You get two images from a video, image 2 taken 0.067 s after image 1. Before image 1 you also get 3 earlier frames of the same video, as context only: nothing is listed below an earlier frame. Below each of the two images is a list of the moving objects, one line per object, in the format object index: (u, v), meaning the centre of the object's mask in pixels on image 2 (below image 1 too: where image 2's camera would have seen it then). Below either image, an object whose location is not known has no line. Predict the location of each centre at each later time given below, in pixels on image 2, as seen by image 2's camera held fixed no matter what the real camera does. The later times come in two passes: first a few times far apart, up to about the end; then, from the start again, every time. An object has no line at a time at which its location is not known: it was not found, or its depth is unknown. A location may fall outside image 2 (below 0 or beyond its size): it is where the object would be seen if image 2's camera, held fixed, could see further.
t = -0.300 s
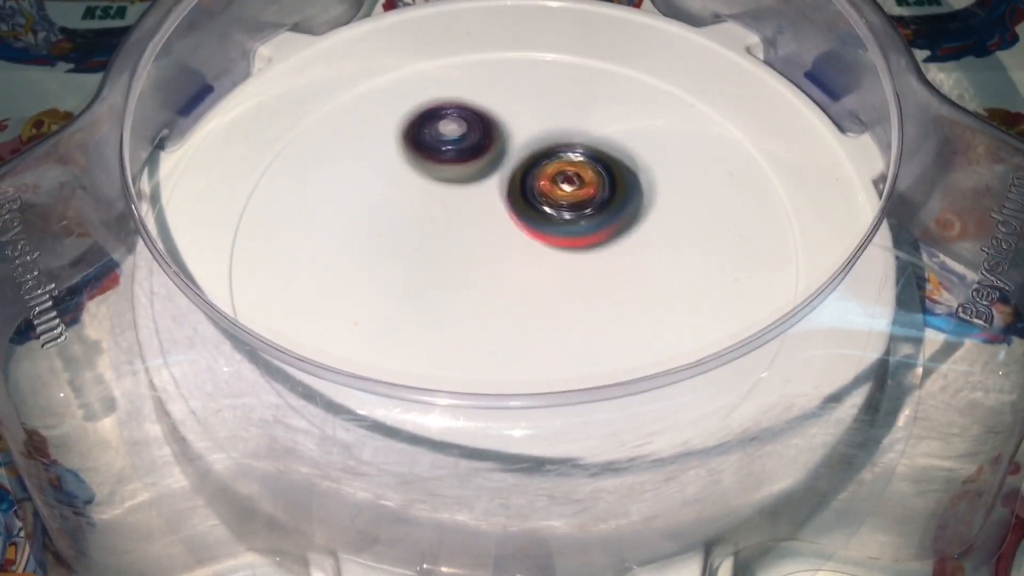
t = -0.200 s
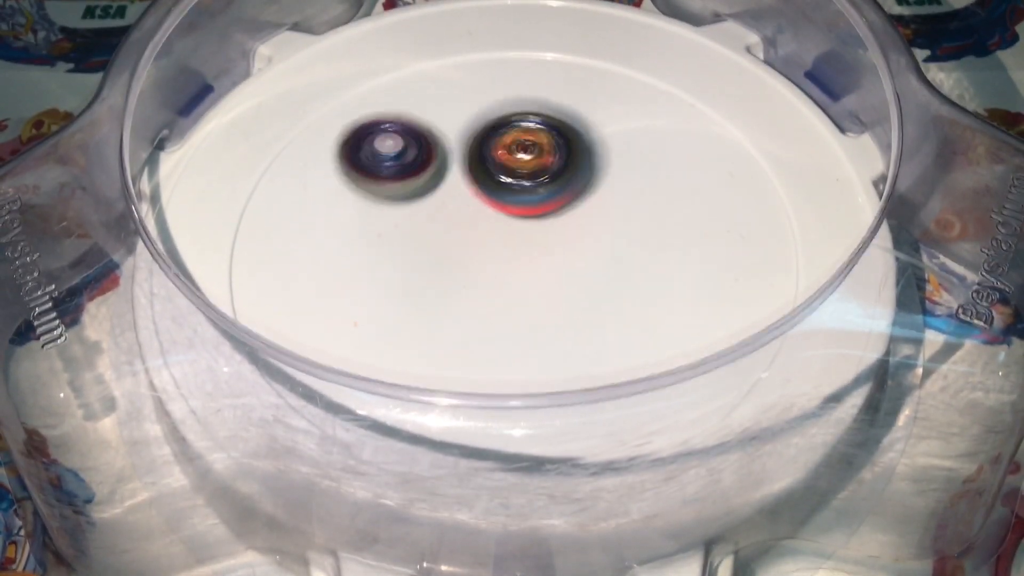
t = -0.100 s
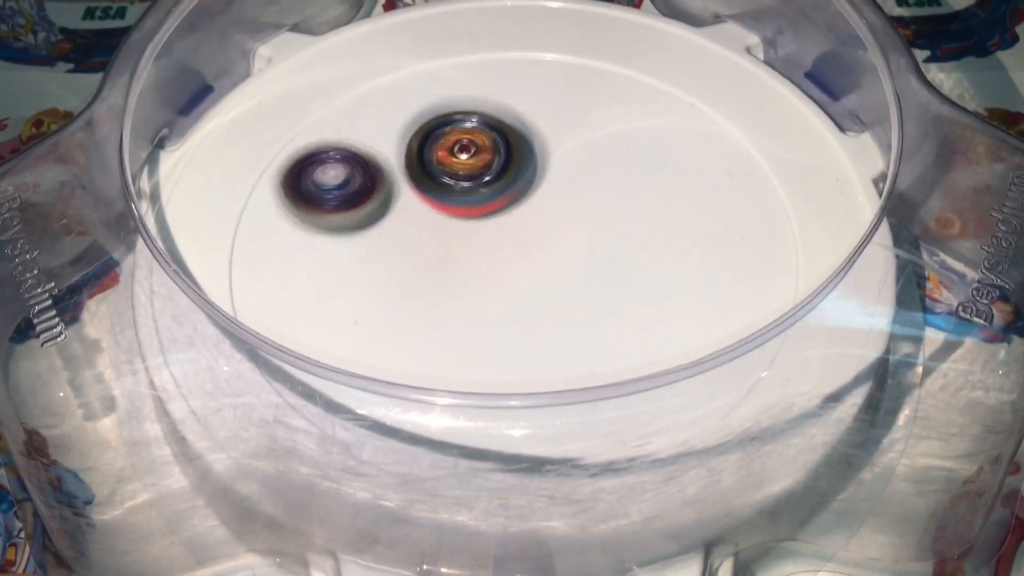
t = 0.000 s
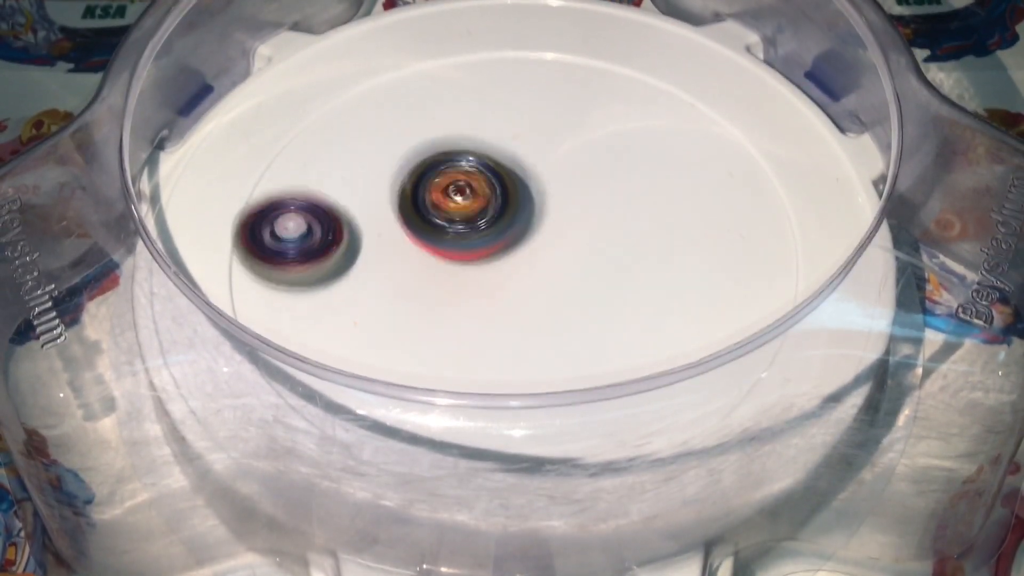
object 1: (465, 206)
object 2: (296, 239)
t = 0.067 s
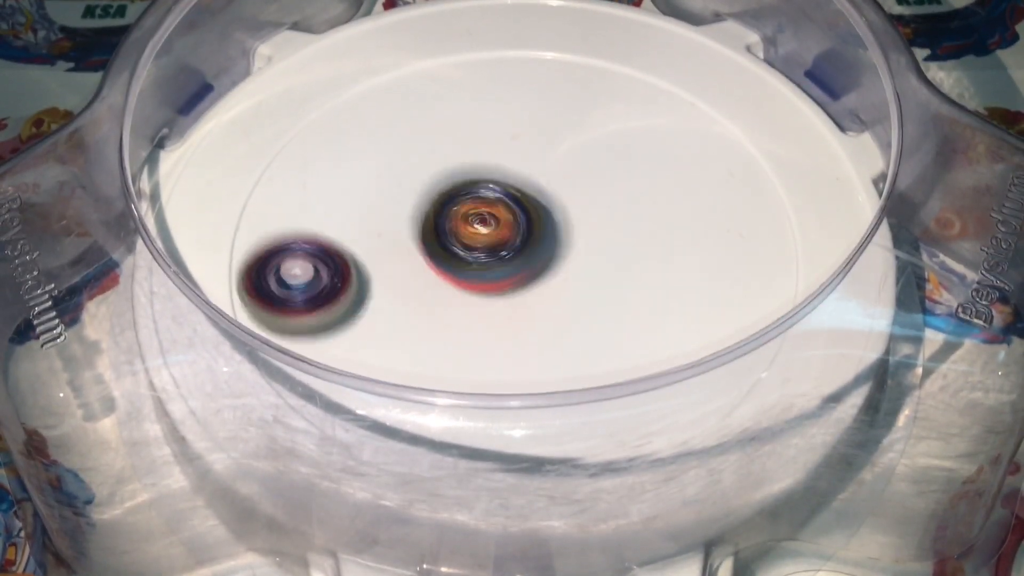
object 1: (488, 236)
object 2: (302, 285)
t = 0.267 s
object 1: (614, 230)
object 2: (458, 348)
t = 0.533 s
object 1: (566, 113)
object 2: (592, 244)
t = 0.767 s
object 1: (399, 57)
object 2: (569, 284)
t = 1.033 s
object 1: (392, 261)
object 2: (572, 206)
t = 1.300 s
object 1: (682, 262)
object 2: (484, 185)
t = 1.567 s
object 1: (641, 100)
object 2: (450, 248)
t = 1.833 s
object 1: (446, 185)
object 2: (531, 279)
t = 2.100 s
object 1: (535, 345)
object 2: (586, 224)
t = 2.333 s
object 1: (684, 270)
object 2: (541, 184)
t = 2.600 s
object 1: (597, 152)
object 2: (413, 207)
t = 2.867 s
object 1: (433, 188)
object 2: (407, 305)
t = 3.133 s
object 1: (447, 229)
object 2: (564, 382)
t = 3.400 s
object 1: (535, 165)
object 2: (663, 276)
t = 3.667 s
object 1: (459, 161)
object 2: (591, 174)
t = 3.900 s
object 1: (468, 288)
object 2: (502, 141)
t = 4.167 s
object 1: (647, 273)
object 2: (403, 196)
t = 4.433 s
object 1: (571, 156)
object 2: (444, 286)
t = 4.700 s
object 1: (410, 213)
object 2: (577, 284)
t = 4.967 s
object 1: (496, 326)
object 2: (617, 200)
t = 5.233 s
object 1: (625, 220)
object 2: (540, 159)
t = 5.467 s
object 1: (560, 153)
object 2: (435, 170)
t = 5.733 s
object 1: (510, 209)
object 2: (387, 258)
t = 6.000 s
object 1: (663, 234)
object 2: (440, 324)
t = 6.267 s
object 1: (678, 160)
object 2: (544, 295)
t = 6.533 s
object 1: (539, 147)
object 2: (525, 299)
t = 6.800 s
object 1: (440, 233)
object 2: (565, 289)
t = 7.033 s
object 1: (471, 300)
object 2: (587, 259)
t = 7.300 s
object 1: (540, 292)
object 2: (564, 199)
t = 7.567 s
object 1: (507, 273)
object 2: (500, 165)
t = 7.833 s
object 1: (521, 324)
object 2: (438, 181)
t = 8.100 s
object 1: (554, 252)
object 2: (429, 227)
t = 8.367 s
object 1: (605, 195)
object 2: (402, 231)
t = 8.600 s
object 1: (551, 178)
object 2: (433, 247)
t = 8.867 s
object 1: (696, 167)
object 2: (416, 252)
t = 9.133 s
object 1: (684, 207)
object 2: (472, 171)
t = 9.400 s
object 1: (590, 227)
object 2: (435, 188)
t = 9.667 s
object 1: (637, 238)
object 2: (523, 175)
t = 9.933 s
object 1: (654, 248)
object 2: (485, 122)
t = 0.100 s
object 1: (507, 246)
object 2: (316, 305)
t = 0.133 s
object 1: (529, 251)
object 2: (339, 319)
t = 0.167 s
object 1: (552, 254)
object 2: (366, 333)
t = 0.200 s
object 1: (576, 249)
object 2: (395, 342)
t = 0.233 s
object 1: (596, 241)
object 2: (427, 347)
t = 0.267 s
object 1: (614, 230)
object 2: (458, 348)
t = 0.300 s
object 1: (627, 217)
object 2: (489, 343)
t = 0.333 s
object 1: (635, 201)
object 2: (519, 333)
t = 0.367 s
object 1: (637, 186)
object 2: (544, 320)
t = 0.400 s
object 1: (632, 169)
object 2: (564, 301)
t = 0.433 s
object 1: (622, 153)
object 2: (579, 281)
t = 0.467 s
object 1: (605, 143)
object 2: (588, 262)
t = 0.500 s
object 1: (587, 138)
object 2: (593, 243)
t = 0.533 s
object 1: (566, 113)
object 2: (592, 244)
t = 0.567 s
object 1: (545, 80)
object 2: (588, 263)
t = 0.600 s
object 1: (523, 53)
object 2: (581, 276)
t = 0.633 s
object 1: (500, 40)
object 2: (574, 289)
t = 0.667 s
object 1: (474, 35)
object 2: (568, 294)
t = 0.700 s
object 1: (450, 37)
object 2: (565, 294)
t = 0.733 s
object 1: (424, 45)
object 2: (565, 291)
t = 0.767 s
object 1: (399, 57)
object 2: (569, 284)
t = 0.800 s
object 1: (379, 71)
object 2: (574, 275)
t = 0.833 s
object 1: (359, 93)
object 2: (579, 265)
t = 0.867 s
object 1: (346, 119)
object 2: (583, 256)
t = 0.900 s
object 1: (337, 147)
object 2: (585, 246)
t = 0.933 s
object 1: (337, 178)
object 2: (585, 235)
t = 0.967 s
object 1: (347, 206)
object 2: (582, 225)
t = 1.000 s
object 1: (364, 234)
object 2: (577, 214)
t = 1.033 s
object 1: (392, 261)
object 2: (572, 206)
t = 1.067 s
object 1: (426, 283)
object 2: (563, 198)
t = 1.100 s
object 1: (466, 297)
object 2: (554, 191)
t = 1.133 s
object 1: (506, 307)
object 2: (542, 185)
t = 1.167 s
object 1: (548, 310)
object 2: (530, 182)
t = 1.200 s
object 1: (588, 306)
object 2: (518, 180)
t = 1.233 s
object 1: (624, 295)
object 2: (506, 178)
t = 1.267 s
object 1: (655, 281)
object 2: (494, 181)
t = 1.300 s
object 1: (682, 262)
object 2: (484, 185)
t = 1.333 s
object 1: (702, 239)
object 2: (473, 190)
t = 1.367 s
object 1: (716, 213)
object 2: (464, 195)
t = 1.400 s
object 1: (720, 190)
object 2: (457, 202)
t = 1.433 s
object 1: (717, 166)
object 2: (451, 211)
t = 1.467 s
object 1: (706, 143)
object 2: (448, 219)
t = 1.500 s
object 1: (689, 124)
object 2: (446, 228)
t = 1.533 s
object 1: (667, 109)
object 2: (447, 238)
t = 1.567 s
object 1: (641, 100)
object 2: (450, 248)
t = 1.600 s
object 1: (612, 96)
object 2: (456, 257)
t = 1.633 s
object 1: (582, 95)
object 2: (463, 265)
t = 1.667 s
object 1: (553, 101)
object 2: (472, 272)
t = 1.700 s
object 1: (524, 110)
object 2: (483, 277)
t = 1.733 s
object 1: (498, 124)
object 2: (494, 280)
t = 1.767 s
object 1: (477, 141)
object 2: (506, 282)
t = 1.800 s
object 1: (459, 161)
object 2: (519, 281)
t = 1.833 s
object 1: (446, 185)
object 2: (531, 279)
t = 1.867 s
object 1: (435, 213)
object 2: (544, 278)
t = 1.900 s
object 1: (430, 241)
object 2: (555, 275)
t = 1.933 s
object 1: (433, 267)
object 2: (565, 267)
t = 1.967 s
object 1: (443, 293)
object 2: (573, 260)
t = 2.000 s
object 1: (458, 315)
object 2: (579, 250)
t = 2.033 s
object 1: (481, 332)
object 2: (583, 241)
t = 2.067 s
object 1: (506, 342)
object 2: (586, 232)
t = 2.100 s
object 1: (535, 345)
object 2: (586, 224)
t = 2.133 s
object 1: (565, 346)
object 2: (585, 218)
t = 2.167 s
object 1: (593, 341)
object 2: (581, 209)
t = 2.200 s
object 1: (620, 334)
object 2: (575, 202)
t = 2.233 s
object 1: (644, 325)
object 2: (569, 196)
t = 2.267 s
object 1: (665, 312)
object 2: (561, 191)
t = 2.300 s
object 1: (680, 294)
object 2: (551, 187)
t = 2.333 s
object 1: (684, 270)
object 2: (541, 184)
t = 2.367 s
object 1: (681, 249)
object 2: (531, 183)
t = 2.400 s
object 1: (671, 227)
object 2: (521, 183)
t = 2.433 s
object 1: (656, 206)
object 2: (511, 184)
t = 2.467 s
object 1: (635, 190)
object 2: (502, 187)
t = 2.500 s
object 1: (612, 177)
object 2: (491, 192)
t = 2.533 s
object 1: (612, 167)
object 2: (460, 196)
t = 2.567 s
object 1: (608, 160)
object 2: (432, 203)
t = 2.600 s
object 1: (597, 152)
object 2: (413, 207)
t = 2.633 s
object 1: (582, 145)
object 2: (399, 214)
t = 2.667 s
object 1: (562, 141)
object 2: (390, 227)
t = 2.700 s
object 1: (538, 140)
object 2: (385, 239)
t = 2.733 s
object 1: (515, 142)
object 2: (383, 252)
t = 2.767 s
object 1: (490, 148)
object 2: (383, 266)
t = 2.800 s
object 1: (468, 158)
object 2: (388, 281)
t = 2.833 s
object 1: (449, 172)
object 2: (396, 294)
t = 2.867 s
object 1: (433, 188)
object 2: (407, 305)
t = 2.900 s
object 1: (421, 206)
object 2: (420, 315)
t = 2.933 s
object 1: (415, 213)
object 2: (434, 336)
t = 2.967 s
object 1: (414, 212)
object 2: (452, 355)
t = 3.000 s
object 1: (414, 215)
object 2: (472, 378)
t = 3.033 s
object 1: (418, 218)
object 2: (495, 388)
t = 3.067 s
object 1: (424, 222)
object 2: (518, 390)
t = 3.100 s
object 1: (434, 226)
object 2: (542, 388)
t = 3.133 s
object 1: (447, 229)
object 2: (564, 382)
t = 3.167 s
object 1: (463, 229)
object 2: (585, 373)
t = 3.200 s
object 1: (479, 226)
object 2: (605, 362)
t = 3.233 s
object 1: (495, 220)
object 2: (619, 344)
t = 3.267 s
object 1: (509, 211)
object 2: (634, 334)
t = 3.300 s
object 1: (521, 201)
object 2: (648, 323)
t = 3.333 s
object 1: (529, 189)
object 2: (657, 309)
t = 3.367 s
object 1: (534, 177)
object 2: (661, 293)
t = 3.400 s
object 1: (535, 165)
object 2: (663, 276)
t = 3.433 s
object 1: (533, 153)
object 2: (662, 260)
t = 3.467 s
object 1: (526, 143)
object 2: (658, 245)
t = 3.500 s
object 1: (516, 136)
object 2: (651, 230)
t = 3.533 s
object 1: (505, 130)
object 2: (643, 216)
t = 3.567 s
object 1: (490, 131)
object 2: (631, 203)
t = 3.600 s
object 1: (478, 136)
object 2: (619, 192)
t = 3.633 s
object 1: (466, 147)
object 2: (605, 182)
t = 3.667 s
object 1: (459, 161)
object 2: (591, 174)
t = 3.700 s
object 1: (457, 178)
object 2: (575, 167)
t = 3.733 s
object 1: (449, 200)
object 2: (567, 160)
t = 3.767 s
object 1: (441, 217)
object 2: (562, 154)
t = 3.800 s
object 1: (439, 234)
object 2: (550, 149)
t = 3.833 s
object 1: (443, 253)
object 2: (536, 145)
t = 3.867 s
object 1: (453, 272)
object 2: (519, 142)
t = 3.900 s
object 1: (468, 288)
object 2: (502, 141)
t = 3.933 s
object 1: (488, 300)
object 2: (486, 142)
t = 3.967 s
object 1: (512, 310)
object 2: (469, 145)
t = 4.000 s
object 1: (538, 315)
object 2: (455, 149)
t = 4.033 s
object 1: (564, 316)
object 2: (441, 157)
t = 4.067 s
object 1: (589, 312)
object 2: (428, 164)
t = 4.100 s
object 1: (612, 303)
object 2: (418, 174)
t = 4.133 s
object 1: (632, 289)
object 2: (409, 184)
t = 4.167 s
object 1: (647, 273)
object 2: (403, 196)
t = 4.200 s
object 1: (655, 256)
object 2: (399, 208)
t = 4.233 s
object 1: (659, 236)
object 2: (398, 221)
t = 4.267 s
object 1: (656, 219)
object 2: (400, 233)
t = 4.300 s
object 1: (647, 200)
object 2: (403, 246)
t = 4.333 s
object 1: (634, 185)
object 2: (409, 257)
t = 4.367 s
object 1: (616, 171)
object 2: (419, 268)
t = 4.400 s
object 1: (595, 162)
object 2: (431, 277)
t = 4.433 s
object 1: (571, 156)
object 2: (444, 286)
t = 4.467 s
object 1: (547, 153)
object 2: (460, 293)
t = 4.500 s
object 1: (523, 153)
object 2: (477, 297)
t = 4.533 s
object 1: (499, 155)
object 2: (495, 300)
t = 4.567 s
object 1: (476, 162)
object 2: (514, 300)
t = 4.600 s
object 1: (457, 170)
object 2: (531, 298)
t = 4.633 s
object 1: (437, 183)
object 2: (547, 295)
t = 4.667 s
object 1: (421, 196)
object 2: (563, 290)
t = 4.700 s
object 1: (410, 213)
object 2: (577, 284)
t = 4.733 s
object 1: (402, 231)
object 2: (589, 275)
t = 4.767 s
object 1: (399, 249)
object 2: (600, 265)
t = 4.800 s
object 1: (401, 268)
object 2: (608, 256)
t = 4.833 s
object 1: (411, 286)
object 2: (614, 244)
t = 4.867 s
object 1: (426, 301)
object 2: (619, 233)
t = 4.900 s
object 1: (446, 314)
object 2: (621, 223)
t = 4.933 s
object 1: (471, 322)
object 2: (620, 211)
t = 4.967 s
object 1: (496, 326)
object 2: (617, 200)
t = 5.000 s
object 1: (524, 325)
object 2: (612, 191)
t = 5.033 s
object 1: (549, 319)
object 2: (605, 182)
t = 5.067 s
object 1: (573, 309)
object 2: (597, 175)
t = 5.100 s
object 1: (593, 295)
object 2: (587, 169)
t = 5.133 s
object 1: (609, 278)
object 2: (577, 165)
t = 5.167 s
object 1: (620, 260)
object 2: (566, 163)
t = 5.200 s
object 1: (624, 240)
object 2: (553, 161)
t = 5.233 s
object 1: (625, 220)
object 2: (540, 159)
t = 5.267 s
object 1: (627, 209)
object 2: (522, 153)
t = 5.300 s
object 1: (624, 196)
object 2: (506, 149)
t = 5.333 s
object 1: (617, 184)
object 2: (490, 149)
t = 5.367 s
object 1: (607, 171)
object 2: (476, 151)
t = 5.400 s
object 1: (592, 162)
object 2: (463, 156)
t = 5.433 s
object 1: (574, 156)
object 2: (452, 163)
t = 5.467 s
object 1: (560, 153)
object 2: (435, 170)
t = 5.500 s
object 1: (553, 154)
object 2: (415, 178)
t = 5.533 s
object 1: (546, 153)
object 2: (401, 186)
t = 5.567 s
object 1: (536, 157)
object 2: (392, 196)
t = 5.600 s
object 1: (527, 163)
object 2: (386, 208)
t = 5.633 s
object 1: (519, 173)
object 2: (383, 221)
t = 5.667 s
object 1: (513, 184)
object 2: (382, 233)
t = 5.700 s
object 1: (510, 194)
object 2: (384, 245)
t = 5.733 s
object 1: (510, 209)
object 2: (387, 258)
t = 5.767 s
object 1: (513, 224)
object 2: (394, 271)
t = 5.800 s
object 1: (532, 231)
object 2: (391, 280)
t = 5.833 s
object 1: (562, 240)
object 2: (387, 291)
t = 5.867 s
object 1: (586, 246)
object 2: (389, 305)
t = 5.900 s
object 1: (609, 248)
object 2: (398, 313)
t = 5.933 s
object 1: (629, 245)
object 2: (410, 318)
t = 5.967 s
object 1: (647, 240)
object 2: (425, 321)
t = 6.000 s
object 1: (663, 234)
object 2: (440, 324)
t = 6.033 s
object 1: (677, 228)
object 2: (456, 326)
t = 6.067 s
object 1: (688, 220)
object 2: (471, 325)
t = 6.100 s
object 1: (697, 208)
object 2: (485, 322)
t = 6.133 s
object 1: (703, 197)
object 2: (499, 317)
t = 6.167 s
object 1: (705, 186)
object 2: (512, 313)
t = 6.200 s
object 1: (701, 175)
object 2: (524, 308)
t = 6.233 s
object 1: (693, 166)
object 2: (534, 302)
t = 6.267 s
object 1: (678, 160)
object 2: (544, 295)
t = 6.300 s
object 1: (659, 155)
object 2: (551, 286)
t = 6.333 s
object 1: (637, 156)
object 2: (556, 278)
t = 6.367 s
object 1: (614, 162)
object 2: (560, 271)
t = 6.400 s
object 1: (593, 166)
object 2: (559, 269)
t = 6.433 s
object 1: (584, 154)
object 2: (545, 282)
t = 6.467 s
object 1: (571, 147)
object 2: (532, 292)
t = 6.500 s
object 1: (556, 145)
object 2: (526, 298)
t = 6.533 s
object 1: (539, 147)
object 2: (525, 299)
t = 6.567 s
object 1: (520, 153)
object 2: (529, 299)
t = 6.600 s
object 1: (502, 161)
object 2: (533, 298)
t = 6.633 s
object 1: (487, 171)
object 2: (538, 297)
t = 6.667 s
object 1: (474, 183)
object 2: (542, 295)
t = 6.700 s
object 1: (463, 196)
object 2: (546, 293)
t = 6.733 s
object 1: (456, 211)
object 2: (549, 290)
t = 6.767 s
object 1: (450, 225)
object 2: (554, 288)
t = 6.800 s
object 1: (440, 233)
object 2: (565, 289)
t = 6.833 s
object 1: (434, 243)
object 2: (571, 289)
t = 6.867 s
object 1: (432, 255)
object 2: (576, 286)
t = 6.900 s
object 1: (433, 266)
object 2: (580, 281)
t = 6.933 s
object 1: (437, 277)
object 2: (584, 276)
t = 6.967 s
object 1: (445, 287)
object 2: (585, 271)
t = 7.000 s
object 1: (456, 295)
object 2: (586, 265)
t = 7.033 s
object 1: (471, 300)
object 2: (587, 259)
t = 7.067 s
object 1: (486, 303)
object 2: (589, 251)
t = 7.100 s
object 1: (498, 304)
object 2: (591, 242)
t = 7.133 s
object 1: (512, 302)
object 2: (592, 234)
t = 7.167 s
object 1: (520, 302)
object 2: (590, 226)
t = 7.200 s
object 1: (526, 300)
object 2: (585, 216)
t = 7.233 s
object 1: (533, 298)
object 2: (578, 210)
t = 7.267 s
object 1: (539, 295)
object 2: (571, 207)
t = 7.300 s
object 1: (540, 292)
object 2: (564, 199)
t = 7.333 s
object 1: (539, 290)
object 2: (558, 192)
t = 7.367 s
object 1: (537, 288)
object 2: (550, 188)
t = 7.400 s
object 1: (535, 286)
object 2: (542, 183)
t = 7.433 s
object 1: (532, 282)
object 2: (533, 181)
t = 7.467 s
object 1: (528, 277)
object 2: (524, 178)
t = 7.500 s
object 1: (523, 272)
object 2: (515, 176)
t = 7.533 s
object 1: (517, 265)
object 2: (506, 174)
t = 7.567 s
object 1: (507, 273)
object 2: (500, 165)
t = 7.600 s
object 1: (498, 287)
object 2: (494, 159)
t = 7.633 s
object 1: (495, 297)
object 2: (486, 158)
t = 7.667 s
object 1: (493, 305)
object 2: (476, 159)
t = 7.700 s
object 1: (495, 312)
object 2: (466, 161)
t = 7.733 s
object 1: (498, 319)
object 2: (458, 164)
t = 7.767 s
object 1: (504, 323)
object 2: (450, 168)
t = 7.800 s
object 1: (512, 325)
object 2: (444, 174)
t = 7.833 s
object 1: (521, 324)
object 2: (438, 181)
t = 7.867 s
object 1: (530, 318)
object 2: (434, 188)
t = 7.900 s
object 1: (538, 310)
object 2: (431, 196)
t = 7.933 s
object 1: (541, 299)
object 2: (430, 204)
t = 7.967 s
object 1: (541, 288)
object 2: (430, 212)
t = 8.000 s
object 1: (541, 278)
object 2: (432, 220)
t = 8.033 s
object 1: (543, 269)
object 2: (430, 225)
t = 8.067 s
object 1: (550, 263)
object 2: (428, 225)
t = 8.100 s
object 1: (554, 252)
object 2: (429, 227)
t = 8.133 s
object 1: (554, 243)
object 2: (431, 231)
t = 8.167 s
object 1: (567, 237)
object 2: (421, 228)
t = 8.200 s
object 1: (584, 233)
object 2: (409, 224)
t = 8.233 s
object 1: (592, 226)
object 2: (404, 224)
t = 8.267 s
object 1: (599, 219)
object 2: (401, 226)
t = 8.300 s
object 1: (604, 211)
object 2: (400, 227)
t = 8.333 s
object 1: (606, 203)
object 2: (400, 229)
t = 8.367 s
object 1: (605, 195)
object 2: (402, 231)
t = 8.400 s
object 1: (603, 188)
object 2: (405, 234)
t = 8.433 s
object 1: (598, 182)
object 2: (408, 236)
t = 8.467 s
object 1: (590, 178)
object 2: (411, 238)
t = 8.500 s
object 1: (582, 176)
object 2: (415, 241)
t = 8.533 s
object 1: (573, 175)
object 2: (420, 243)
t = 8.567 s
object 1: (562, 176)
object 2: (426, 245)
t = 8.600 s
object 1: (551, 178)
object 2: (433, 247)
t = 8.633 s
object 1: (540, 182)
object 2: (441, 248)
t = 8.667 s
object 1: (557, 172)
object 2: (430, 242)
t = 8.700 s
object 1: (596, 172)
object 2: (415, 248)
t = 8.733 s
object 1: (630, 167)
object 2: (398, 257)
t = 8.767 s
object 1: (657, 164)
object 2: (393, 254)
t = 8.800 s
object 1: (676, 166)
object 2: (396, 255)
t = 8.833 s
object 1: (690, 168)
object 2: (404, 258)
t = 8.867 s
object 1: (696, 167)
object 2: (416, 252)
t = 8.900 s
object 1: (698, 170)
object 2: (431, 247)
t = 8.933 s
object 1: (700, 173)
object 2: (446, 240)
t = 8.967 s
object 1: (699, 176)
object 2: (459, 229)
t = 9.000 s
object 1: (699, 180)
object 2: (468, 217)
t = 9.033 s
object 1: (698, 185)
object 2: (474, 205)
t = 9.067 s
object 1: (692, 194)
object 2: (475, 193)
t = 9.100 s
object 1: (691, 200)
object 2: (475, 182)
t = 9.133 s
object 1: (684, 207)
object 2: (472, 171)
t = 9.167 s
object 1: (675, 212)
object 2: (465, 162)
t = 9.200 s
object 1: (664, 219)
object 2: (457, 158)
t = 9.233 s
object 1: (654, 223)
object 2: (447, 157)
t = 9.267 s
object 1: (641, 227)
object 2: (438, 159)
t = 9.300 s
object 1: (630, 228)
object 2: (433, 164)
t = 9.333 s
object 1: (616, 230)
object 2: (430, 170)
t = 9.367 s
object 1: (605, 228)
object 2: (430, 178)
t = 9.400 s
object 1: (590, 227)
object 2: (435, 188)
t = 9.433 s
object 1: (577, 223)
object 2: (444, 197)
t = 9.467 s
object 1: (570, 218)
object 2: (453, 202)
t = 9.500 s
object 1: (579, 215)
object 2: (461, 203)
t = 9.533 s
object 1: (586, 224)
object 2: (470, 206)
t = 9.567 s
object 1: (589, 218)
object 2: (480, 201)
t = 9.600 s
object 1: (601, 221)
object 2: (492, 195)
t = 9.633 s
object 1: (621, 229)
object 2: (508, 186)
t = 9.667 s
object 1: (637, 238)
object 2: (523, 175)
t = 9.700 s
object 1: (652, 241)
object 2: (534, 160)
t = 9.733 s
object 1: (658, 246)
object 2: (541, 145)
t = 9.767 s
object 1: (659, 248)
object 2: (541, 130)
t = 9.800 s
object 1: (660, 246)
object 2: (535, 120)
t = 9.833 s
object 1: (660, 246)
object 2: (524, 112)
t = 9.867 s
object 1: (658, 245)
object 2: (511, 110)
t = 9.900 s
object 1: (656, 246)
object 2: (497, 113)
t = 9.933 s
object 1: (654, 248)
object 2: (485, 122)
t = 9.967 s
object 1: (644, 248)
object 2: (477, 136)
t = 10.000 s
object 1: (639, 250)
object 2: (475, 154)
